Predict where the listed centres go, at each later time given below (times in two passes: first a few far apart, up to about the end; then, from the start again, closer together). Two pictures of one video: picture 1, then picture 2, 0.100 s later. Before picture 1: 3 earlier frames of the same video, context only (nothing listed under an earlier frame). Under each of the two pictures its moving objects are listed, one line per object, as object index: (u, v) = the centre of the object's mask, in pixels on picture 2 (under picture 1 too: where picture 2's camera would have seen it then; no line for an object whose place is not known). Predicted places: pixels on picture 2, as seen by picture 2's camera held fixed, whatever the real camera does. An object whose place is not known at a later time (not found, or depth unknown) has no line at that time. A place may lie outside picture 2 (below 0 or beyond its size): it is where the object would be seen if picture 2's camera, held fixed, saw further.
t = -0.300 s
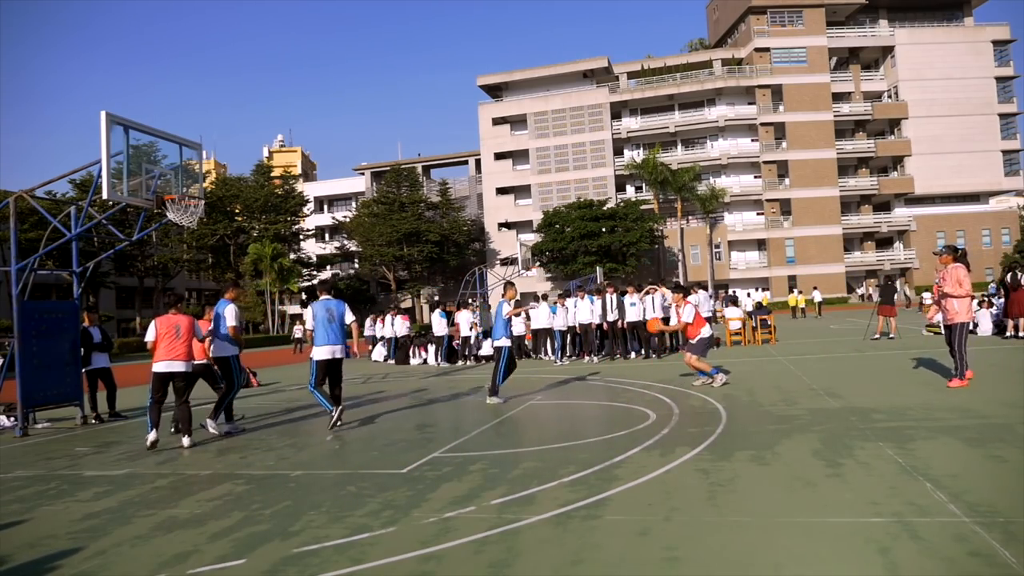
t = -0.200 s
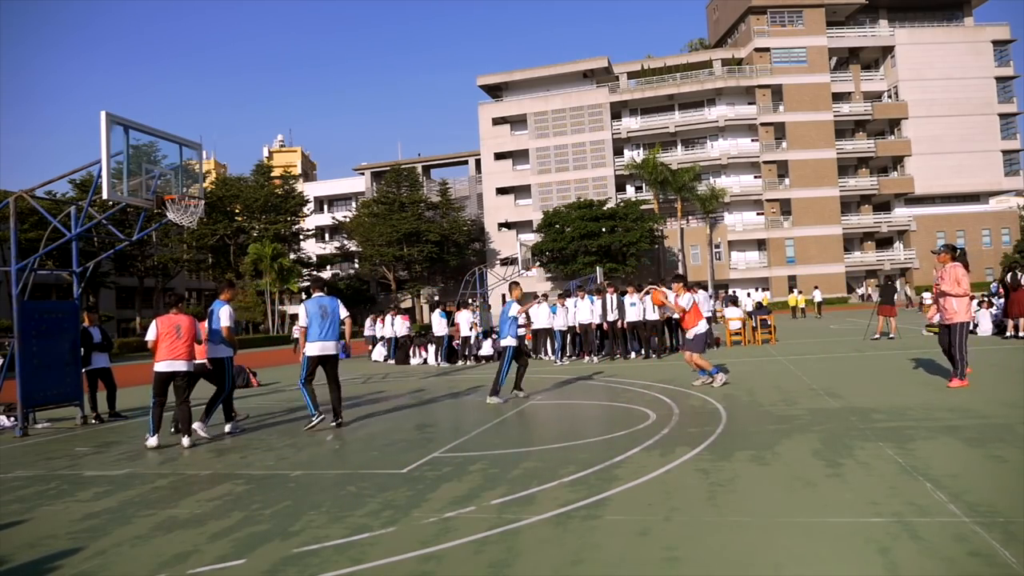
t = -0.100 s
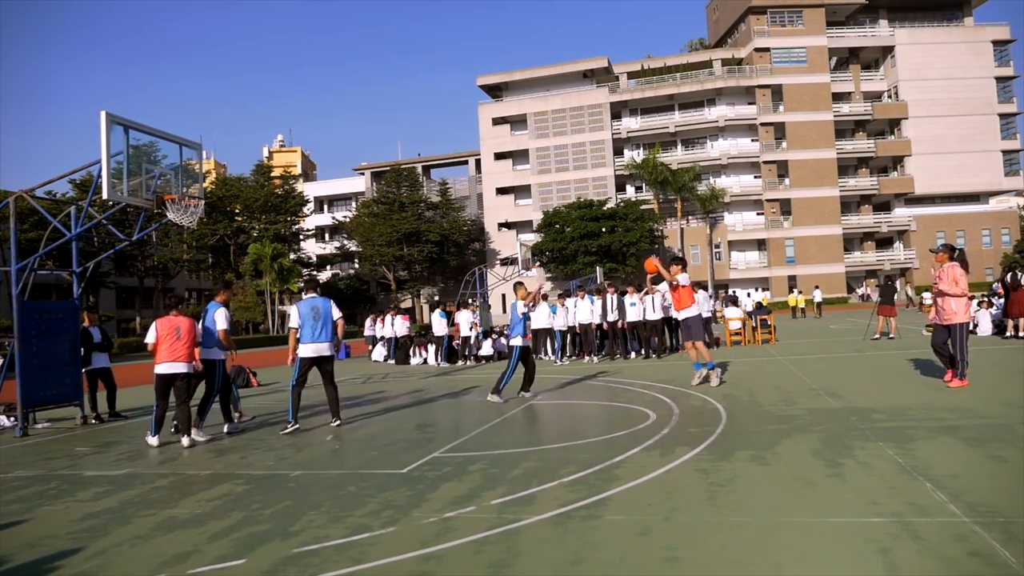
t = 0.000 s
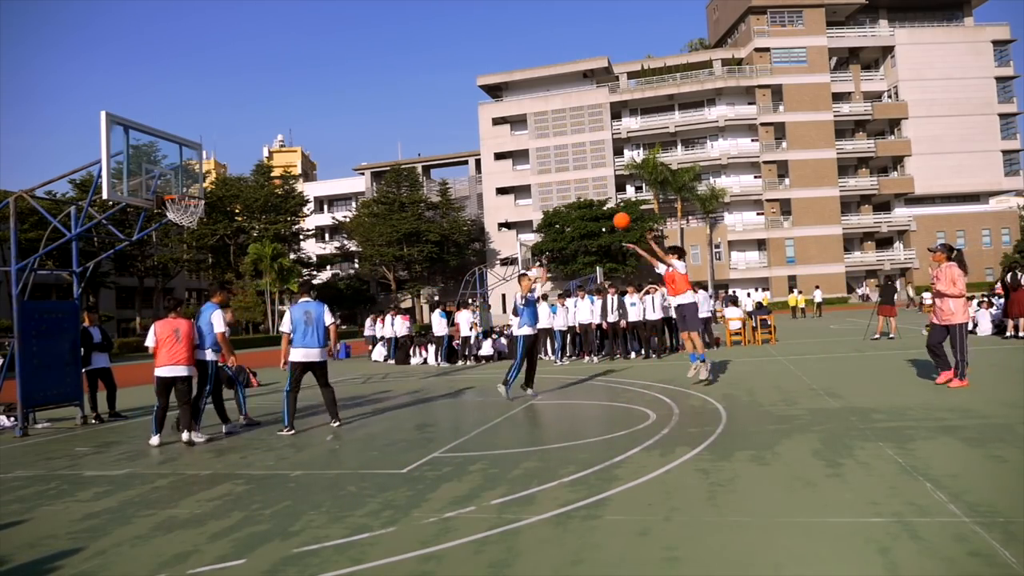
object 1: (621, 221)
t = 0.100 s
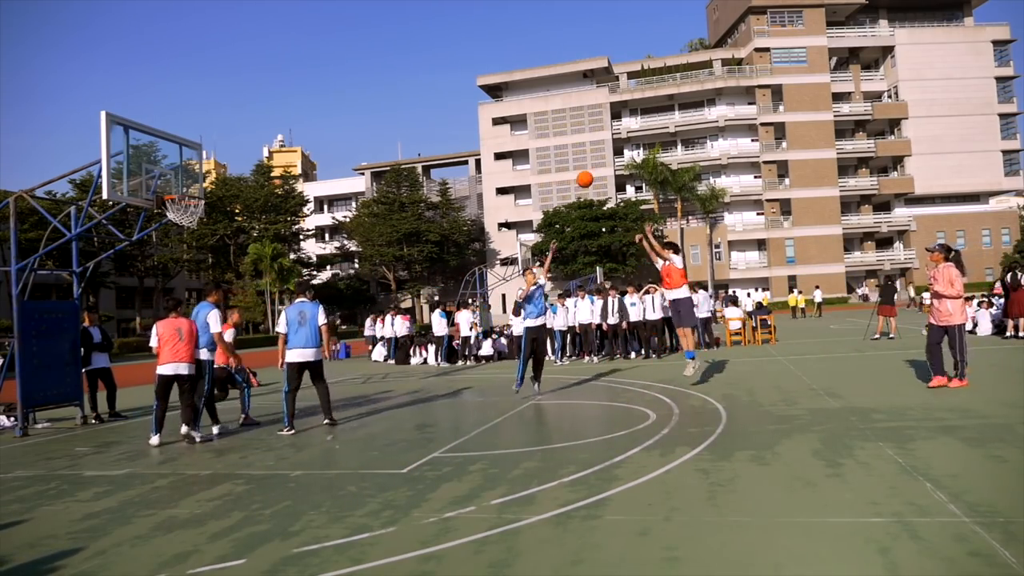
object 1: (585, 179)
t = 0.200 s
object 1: (548, 144)
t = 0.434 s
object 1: (465, 90)
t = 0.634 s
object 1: (394, 73)
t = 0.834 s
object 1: (323, 85)
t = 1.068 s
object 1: (239, 136)
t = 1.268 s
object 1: (174, 206)
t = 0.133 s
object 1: (573, 166)
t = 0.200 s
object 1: (548, 144)
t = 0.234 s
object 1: (537, 134)
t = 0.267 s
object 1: (525, 125)
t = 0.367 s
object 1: (489, 102)
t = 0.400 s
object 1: (477, 95)
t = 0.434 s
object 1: (465, 90)
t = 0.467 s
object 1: (453, 85)
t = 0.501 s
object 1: (441, 81)
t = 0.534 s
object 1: (429, 78)
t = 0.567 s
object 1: (417, 76)
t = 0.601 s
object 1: (406, 74)
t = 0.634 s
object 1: (394, 73)
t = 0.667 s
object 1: (382, 73)
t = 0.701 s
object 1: (370, 74)
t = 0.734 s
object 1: (358, 75)
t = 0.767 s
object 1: (346, 78)
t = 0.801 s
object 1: (335, 81)
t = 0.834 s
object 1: (323, 85)
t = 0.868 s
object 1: (311, 90)
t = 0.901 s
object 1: (299, 95)
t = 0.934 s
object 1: (287, 101)
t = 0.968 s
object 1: (275, 109)
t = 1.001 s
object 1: (263, 117)
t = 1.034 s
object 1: (251, 126)
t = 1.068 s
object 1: (239, 136)
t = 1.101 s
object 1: (228, 147)
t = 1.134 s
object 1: (216, 159)
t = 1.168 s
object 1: (203, 171)
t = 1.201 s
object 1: (191, 184)
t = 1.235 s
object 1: (181, 197)
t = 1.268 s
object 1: (174, 206)
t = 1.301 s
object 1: (167, 216)
